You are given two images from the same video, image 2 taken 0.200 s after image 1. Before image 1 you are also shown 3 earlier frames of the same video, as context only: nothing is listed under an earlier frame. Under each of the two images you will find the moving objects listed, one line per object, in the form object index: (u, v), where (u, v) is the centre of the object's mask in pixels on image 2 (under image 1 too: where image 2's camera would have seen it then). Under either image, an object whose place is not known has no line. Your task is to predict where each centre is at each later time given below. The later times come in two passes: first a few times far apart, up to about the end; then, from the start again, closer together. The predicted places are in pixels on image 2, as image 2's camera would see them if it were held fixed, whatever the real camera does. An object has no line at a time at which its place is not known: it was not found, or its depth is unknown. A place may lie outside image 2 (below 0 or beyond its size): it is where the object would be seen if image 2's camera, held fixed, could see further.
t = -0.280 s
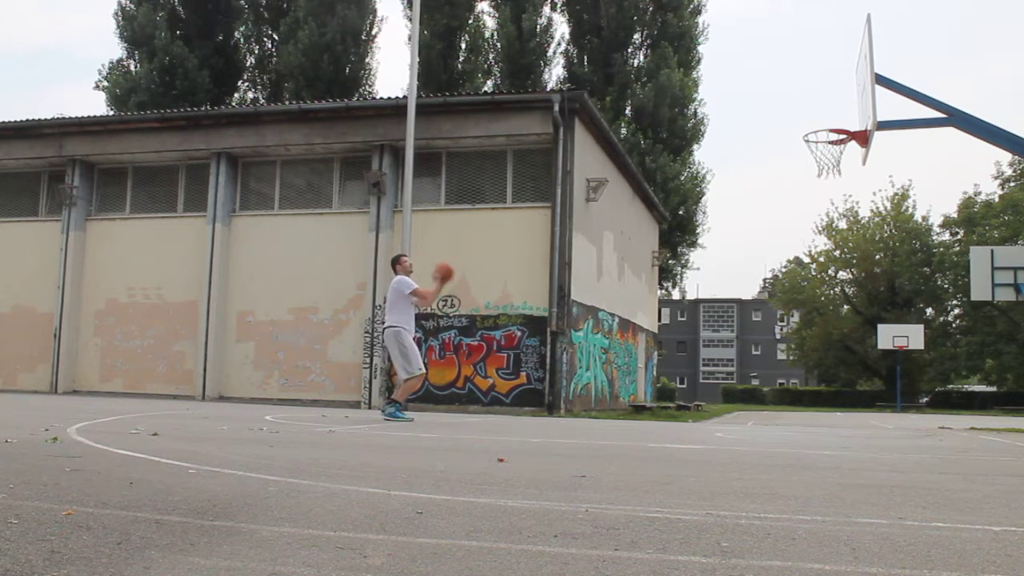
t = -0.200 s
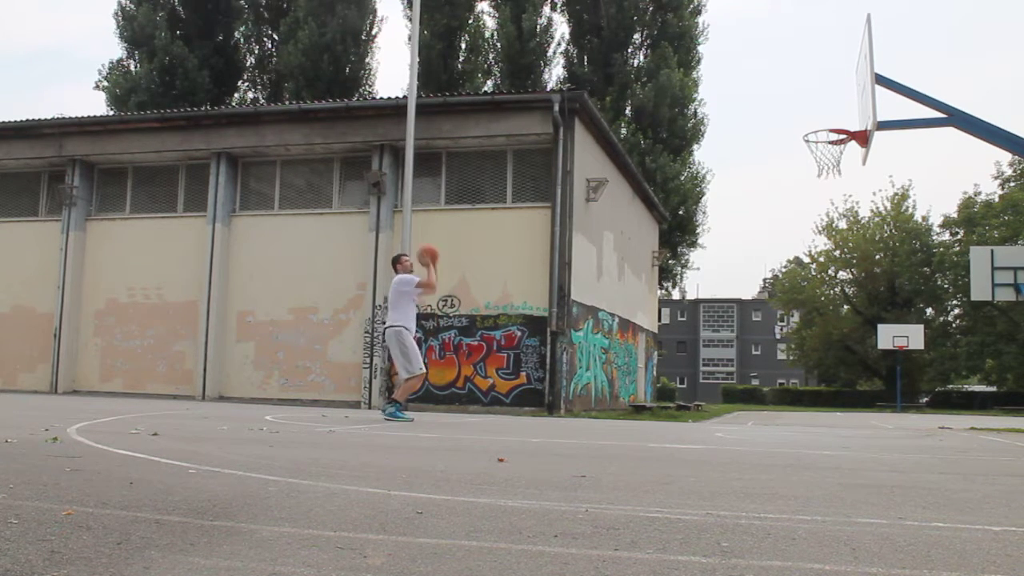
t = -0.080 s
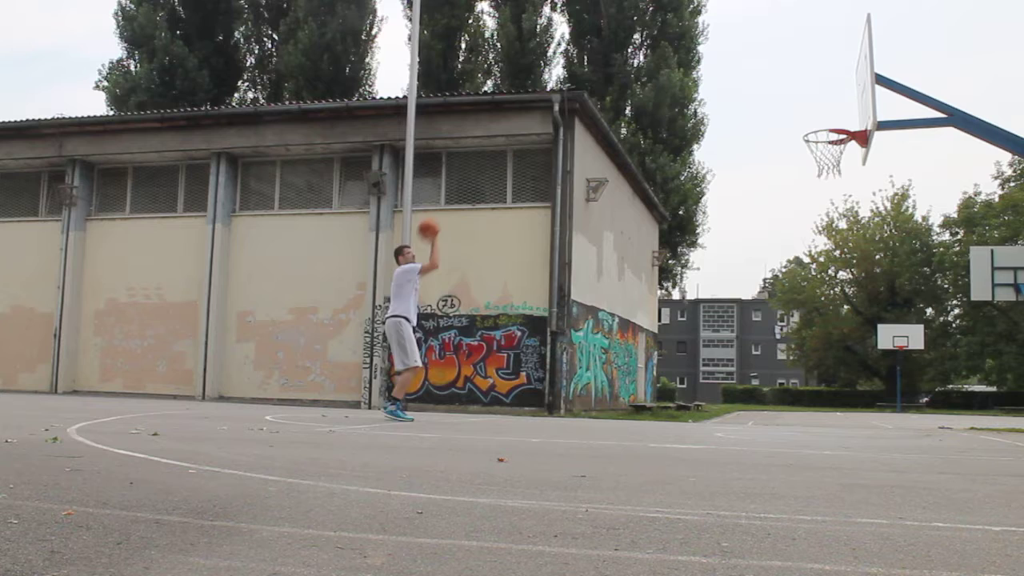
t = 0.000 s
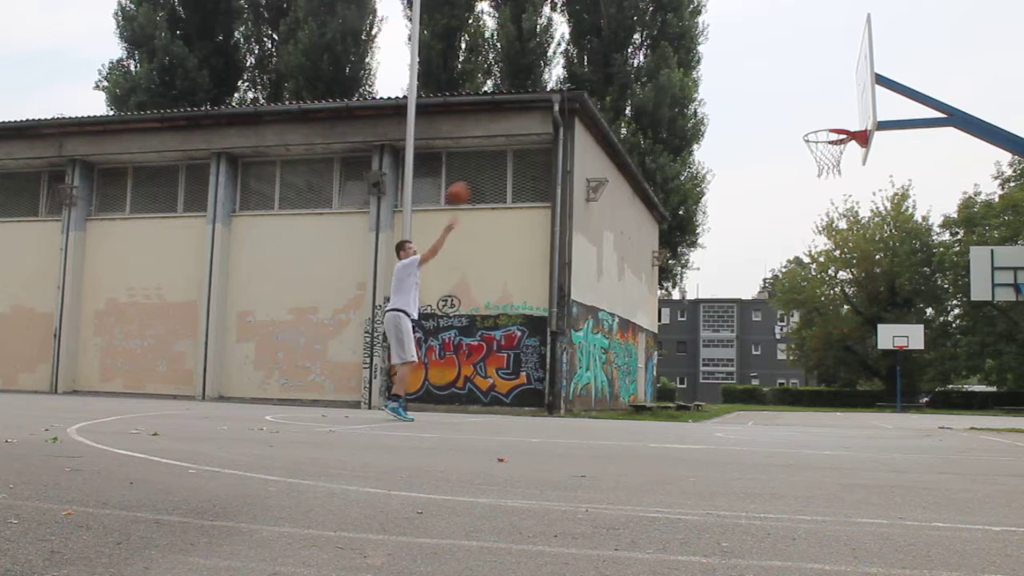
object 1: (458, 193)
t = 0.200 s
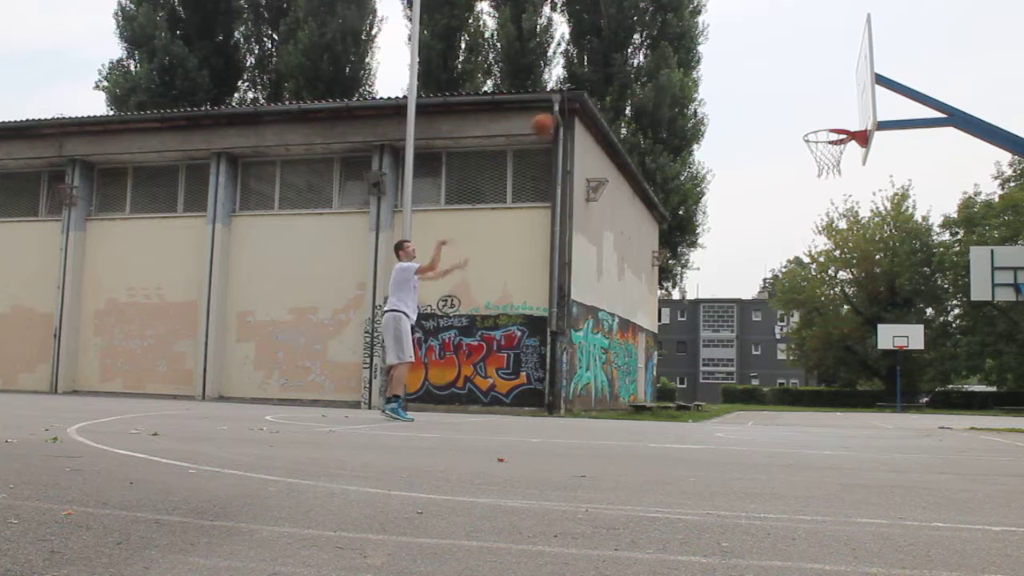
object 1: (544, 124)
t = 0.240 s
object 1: (561, 115)
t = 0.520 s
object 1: (683, 83)
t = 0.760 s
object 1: (794, 114)
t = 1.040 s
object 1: (823, 183)
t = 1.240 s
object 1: (803, 258)
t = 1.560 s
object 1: (770, 401)
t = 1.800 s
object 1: (744, 306)
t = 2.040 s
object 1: (717, 265)
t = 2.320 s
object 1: (687, 284)
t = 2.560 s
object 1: (662, 356)
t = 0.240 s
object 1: (561, 115)
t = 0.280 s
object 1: (577, 105)
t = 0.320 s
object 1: (596, 98)
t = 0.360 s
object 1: (613, 92)
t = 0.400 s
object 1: (630, 88)
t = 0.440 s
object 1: (649, 85)
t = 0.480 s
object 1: (666, 83)
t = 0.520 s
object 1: (683, 83)
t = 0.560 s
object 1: (700, 85)
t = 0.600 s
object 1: (719, 88)
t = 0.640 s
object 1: (738, 92)
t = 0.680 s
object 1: (756, 98)
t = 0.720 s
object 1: (775, 105)
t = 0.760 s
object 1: (794, 114)
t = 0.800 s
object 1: (813, 124)
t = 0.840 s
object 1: (832, 137)
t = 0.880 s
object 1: (841, 149)
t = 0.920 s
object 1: (836, 157)
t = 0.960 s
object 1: (831, 164)
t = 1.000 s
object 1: (827, 173)
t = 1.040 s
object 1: (823, 183)
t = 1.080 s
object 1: (819, 195)
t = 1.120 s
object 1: (815, 208)
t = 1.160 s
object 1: (811, 223)
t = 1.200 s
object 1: (807, 239)
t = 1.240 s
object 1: (803, 258)
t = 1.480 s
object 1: (780, 398)
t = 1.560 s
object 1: (770, 401)
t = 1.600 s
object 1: (767, 380)
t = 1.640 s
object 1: (762, 363)
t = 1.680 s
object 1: (757, 345)
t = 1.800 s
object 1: (744, 306)
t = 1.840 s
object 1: (739, 296)
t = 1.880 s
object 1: (734, 286)
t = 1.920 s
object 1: (730, 279)
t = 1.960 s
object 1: (726, 273)
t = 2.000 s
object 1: (721, 268)
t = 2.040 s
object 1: (717, 265)
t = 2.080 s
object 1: (712, 263)
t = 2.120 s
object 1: (708, 263)
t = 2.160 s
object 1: (703, 264)
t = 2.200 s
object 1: (699, 267)
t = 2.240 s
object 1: (695, 271)
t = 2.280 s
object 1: (691, 277)
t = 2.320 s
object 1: (687, 284)
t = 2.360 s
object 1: (682, 293)
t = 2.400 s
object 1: (678, 303)
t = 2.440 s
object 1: (674, 313)
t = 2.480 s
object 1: (670, 328)
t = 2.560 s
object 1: (662, 356)
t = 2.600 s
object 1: (657, 375)
